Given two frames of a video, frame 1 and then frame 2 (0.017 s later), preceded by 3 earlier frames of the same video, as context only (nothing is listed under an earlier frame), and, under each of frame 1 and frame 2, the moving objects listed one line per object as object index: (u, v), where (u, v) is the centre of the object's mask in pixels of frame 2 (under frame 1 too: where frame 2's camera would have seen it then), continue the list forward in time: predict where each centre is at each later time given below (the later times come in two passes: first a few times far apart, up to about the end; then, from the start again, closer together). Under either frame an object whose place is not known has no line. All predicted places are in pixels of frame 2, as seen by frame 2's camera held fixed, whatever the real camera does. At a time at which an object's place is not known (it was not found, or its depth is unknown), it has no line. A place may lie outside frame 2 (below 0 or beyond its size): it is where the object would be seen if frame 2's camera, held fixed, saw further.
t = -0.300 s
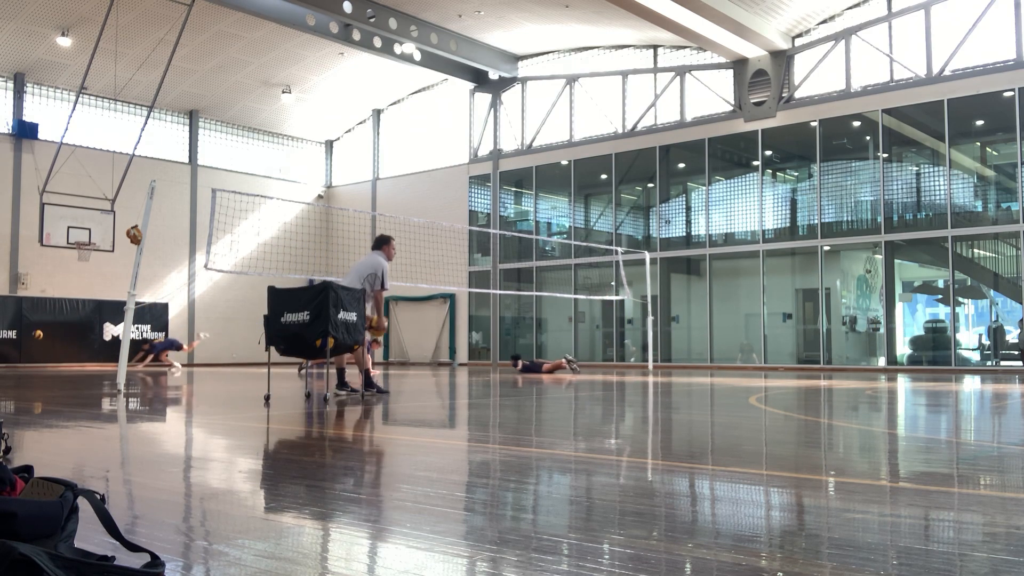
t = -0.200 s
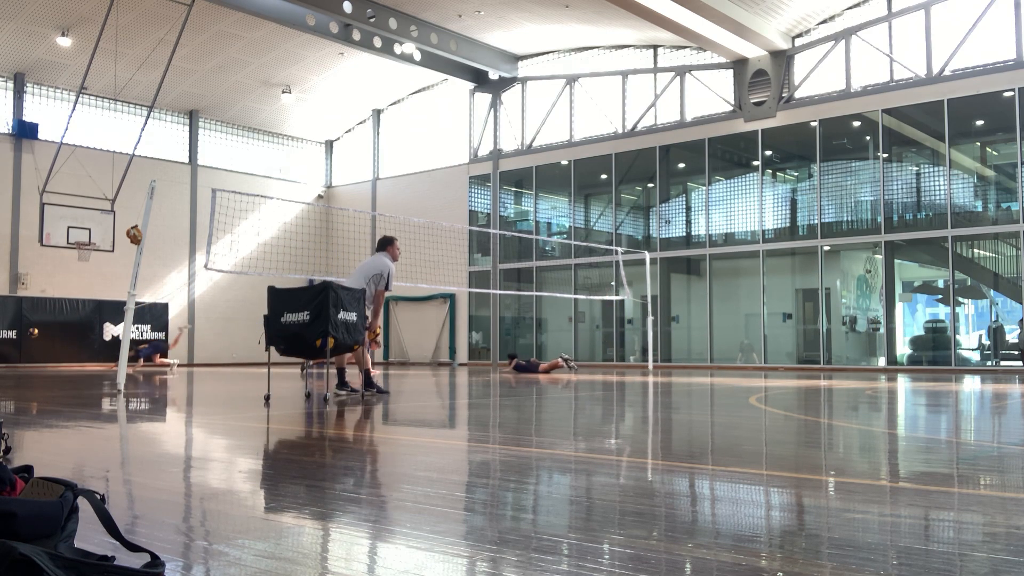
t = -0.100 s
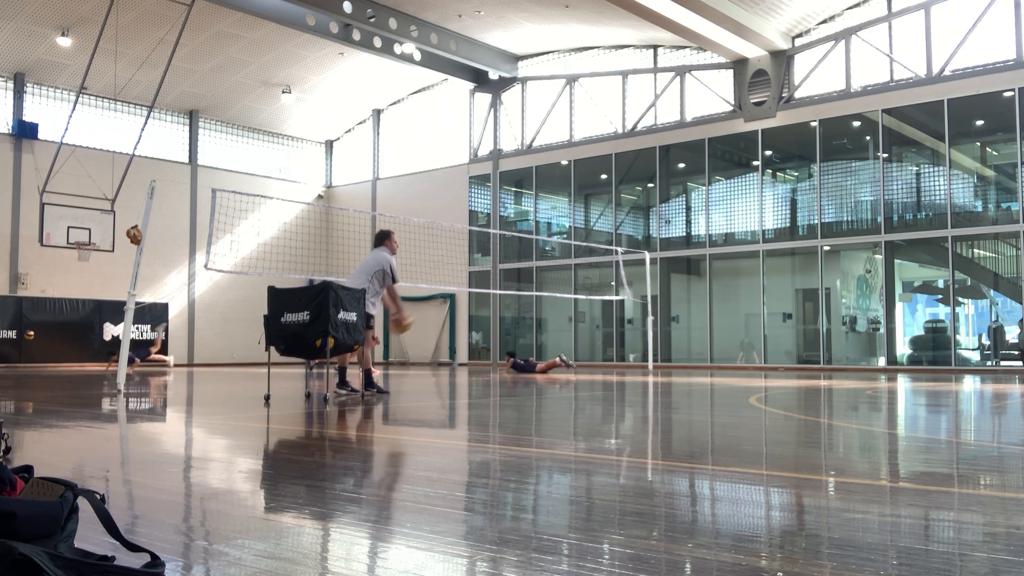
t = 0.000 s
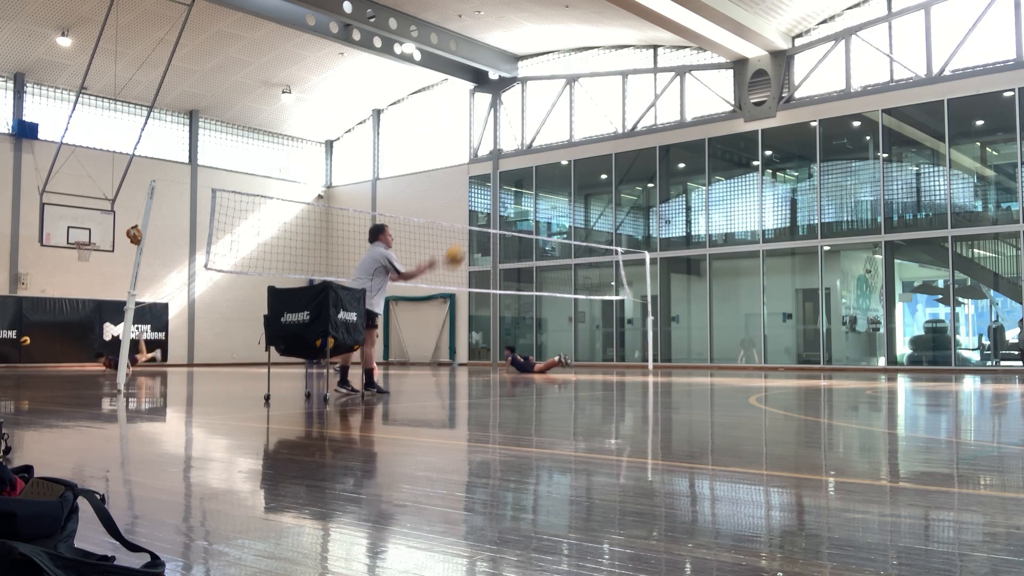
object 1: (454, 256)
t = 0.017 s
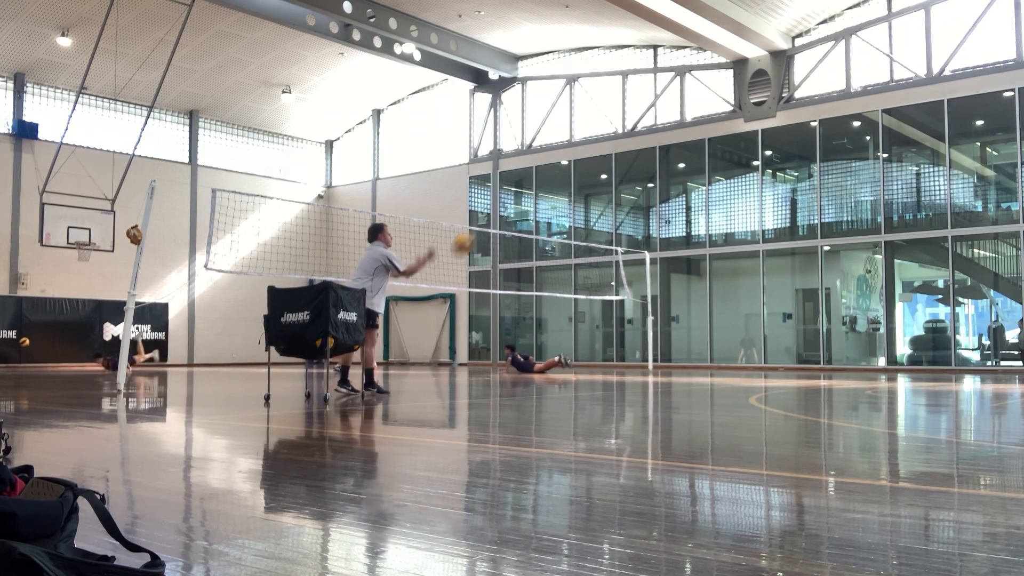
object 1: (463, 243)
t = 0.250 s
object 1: (570, 109)
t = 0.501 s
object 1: (673, 36)
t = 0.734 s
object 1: (758, 22)
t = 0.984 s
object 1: (843, 59)
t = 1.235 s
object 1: (919, 139)
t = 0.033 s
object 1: (472, 231)
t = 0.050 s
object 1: (480, 219)
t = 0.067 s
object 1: (488, 208)
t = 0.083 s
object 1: (496, 196)
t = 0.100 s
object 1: (504, 185)
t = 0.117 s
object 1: (512, 176)
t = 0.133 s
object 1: (518, 168)
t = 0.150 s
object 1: (527, 157)
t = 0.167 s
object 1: (533, 151)
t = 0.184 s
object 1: (540, 142)
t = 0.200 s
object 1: (548, 132)
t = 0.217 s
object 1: (555, 124)
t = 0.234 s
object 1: (564, 117)
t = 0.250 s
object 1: (570, 109)
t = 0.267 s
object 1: (576, 103)
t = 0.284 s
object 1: (584, 96)
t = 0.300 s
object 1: (591, 90)
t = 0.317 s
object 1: (598, 82)
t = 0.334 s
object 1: (605, 77)
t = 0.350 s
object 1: (612, 72)
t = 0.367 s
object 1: (619, 67)
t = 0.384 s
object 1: (626, 62)
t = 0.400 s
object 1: (633, 57)
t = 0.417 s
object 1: (641, 52)
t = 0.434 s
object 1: (647, 49)
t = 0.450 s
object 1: (653, 45)
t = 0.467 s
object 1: (659, 42)
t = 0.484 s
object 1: (665, 39)
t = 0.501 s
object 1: (673, 36)
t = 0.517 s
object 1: (679, 34)
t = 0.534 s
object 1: (684, 31)
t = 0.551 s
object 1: (691, 30)
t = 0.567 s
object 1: (697, 27)
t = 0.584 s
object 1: (704, 26)
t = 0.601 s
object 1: (711, 24)
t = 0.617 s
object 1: (717, 23)
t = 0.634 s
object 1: (723, 22)
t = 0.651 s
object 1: (729, 22)
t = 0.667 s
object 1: (735, 21)
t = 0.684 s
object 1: (741, 21)
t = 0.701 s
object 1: (746, 21)
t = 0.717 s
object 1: (753, 22)
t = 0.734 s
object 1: (758, 22)
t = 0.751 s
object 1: (764, 23)
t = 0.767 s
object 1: (770, 24)
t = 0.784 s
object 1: (776, 26)
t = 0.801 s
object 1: (782, 27)
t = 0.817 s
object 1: (788, 29)
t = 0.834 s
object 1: (793, 31)
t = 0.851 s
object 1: (798, 32)
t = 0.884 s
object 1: (810, 38)
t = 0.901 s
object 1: (817, 40)
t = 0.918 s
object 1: (821, 44)
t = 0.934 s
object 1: (826, 46)
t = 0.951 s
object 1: (832, 50)
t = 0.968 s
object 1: (837, 54)
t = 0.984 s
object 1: (843, 59)
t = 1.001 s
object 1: (848, 62)
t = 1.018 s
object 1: (853, 66)
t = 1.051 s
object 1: (864, 76)
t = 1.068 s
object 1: (870, 82)
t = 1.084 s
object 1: (875, 87)
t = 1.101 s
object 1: (880, 91)
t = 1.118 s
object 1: (885, 96)
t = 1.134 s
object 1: (890, 102)
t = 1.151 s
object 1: (895, 108)
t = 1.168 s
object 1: (900, 113)
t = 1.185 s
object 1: (905, 119)
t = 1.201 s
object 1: (910, 125)
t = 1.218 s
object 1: (914, 132)
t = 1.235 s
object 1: (919, 139)
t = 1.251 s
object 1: (924, 146)
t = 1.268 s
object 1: (928, 153)
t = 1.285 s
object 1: (933, 159)
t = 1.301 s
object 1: (939, 166)
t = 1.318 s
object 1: (944, 175)
